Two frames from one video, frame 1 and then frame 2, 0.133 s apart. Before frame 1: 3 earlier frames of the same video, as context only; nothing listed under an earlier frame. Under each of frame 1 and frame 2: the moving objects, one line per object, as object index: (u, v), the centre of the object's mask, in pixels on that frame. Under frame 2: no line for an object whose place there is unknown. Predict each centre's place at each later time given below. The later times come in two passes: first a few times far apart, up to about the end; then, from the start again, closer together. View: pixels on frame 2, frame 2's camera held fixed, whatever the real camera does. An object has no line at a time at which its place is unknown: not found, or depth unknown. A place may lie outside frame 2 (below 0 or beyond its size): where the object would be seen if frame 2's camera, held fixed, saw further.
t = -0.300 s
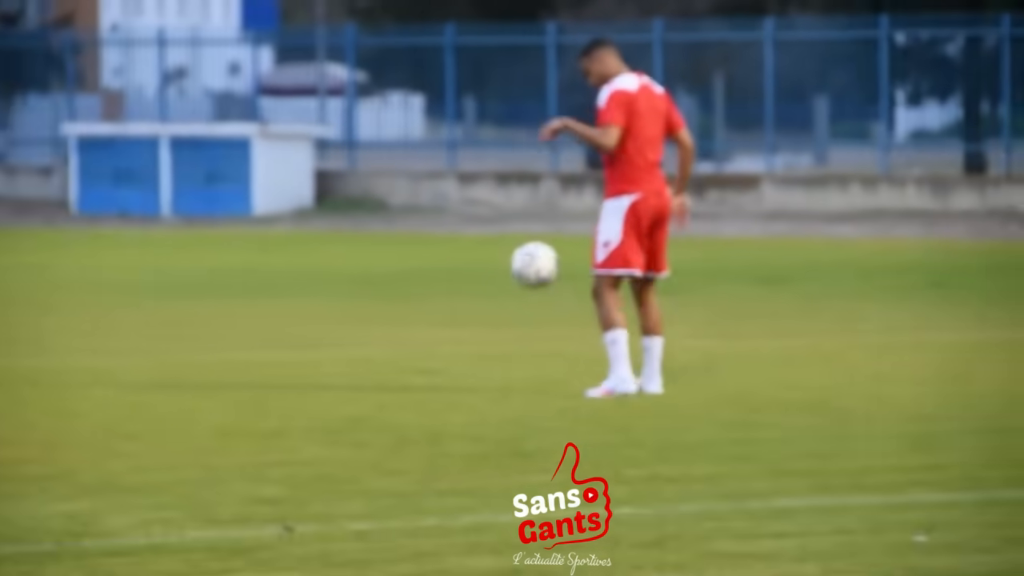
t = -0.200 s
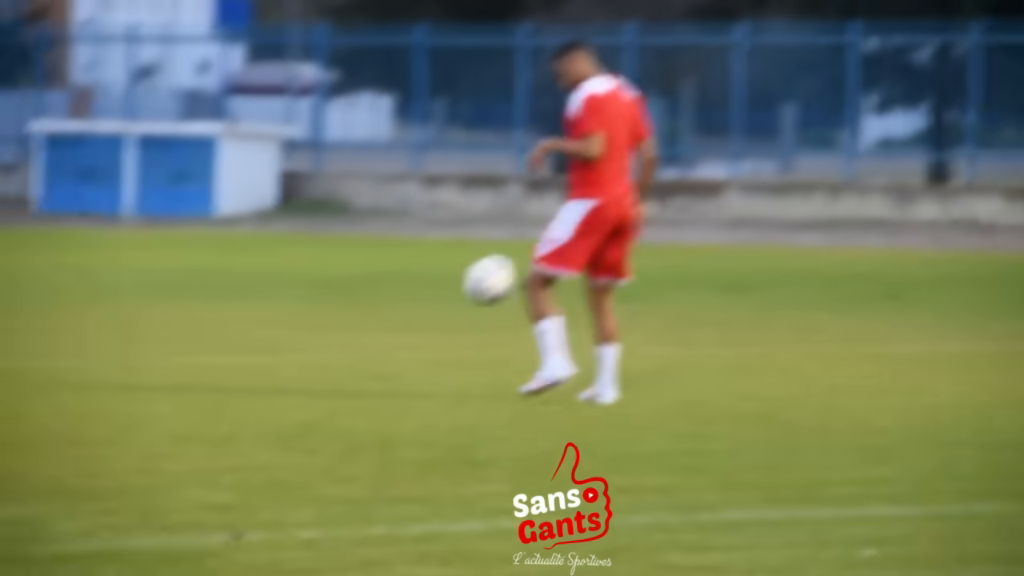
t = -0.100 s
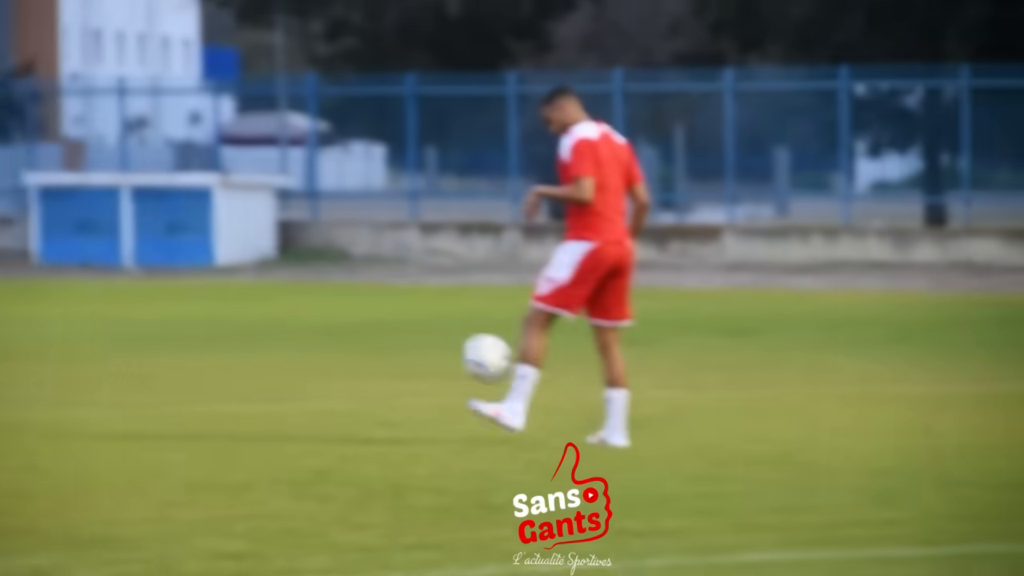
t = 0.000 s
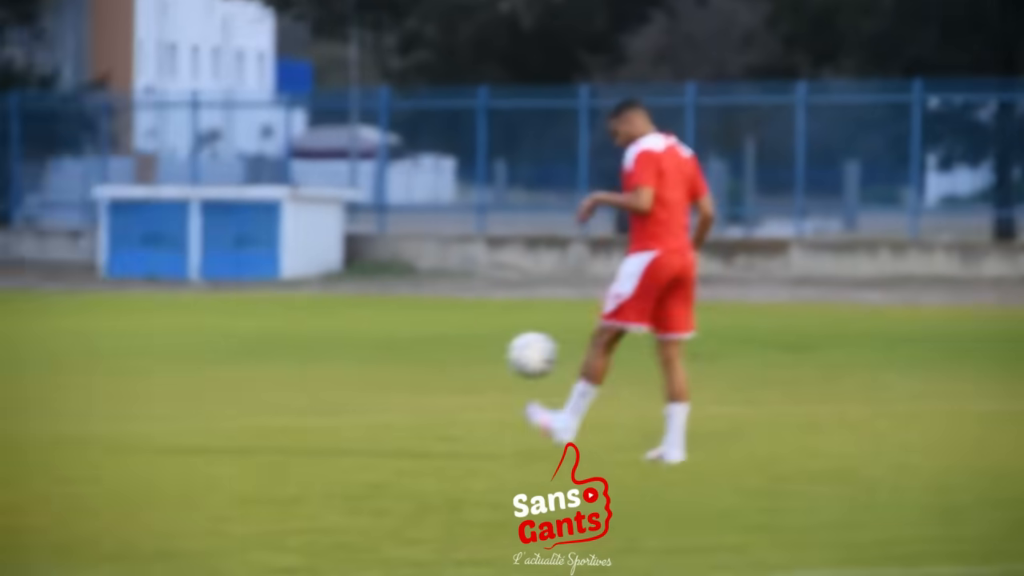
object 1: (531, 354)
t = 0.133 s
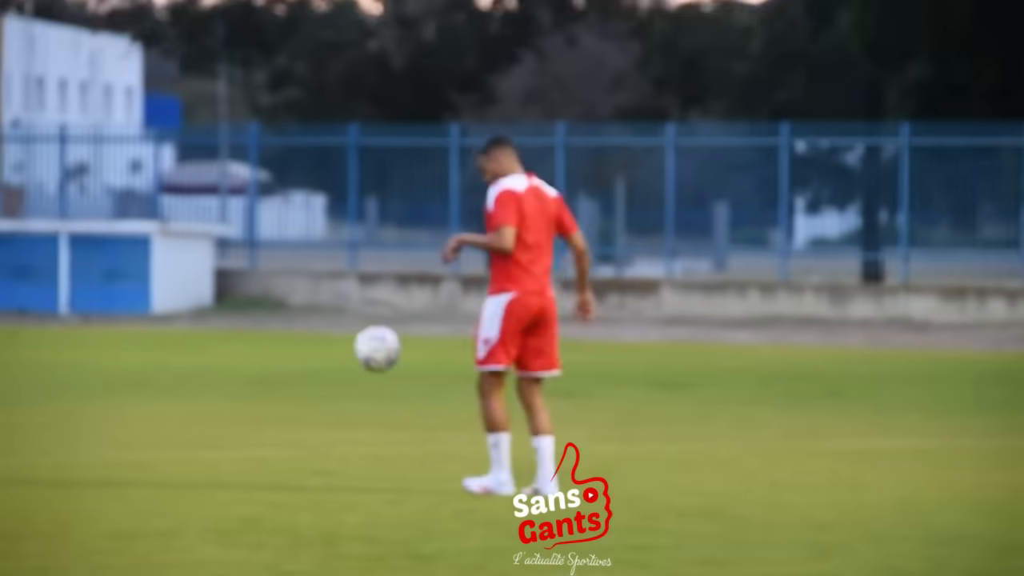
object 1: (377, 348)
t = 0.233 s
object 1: (356, 340)
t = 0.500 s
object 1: (297, 413)
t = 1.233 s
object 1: (150, 453)
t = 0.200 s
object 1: (364, 339)
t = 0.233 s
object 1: (356, 340)
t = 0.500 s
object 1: (297, 413)
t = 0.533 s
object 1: (291, 432)
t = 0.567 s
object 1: (283, 453)
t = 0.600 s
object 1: (276, 457)
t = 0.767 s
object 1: (243, 420)
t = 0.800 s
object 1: (237, 418)
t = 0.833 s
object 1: (230, 419)
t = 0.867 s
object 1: (224, 421)
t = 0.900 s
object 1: (217, 427)
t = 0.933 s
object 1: (210, 434)
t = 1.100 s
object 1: (177, 447)
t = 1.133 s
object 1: (171, 445)
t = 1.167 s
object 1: (164, 446)
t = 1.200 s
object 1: (157, 448)
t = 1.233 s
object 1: (150, 453)
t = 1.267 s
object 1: (144, 455)
